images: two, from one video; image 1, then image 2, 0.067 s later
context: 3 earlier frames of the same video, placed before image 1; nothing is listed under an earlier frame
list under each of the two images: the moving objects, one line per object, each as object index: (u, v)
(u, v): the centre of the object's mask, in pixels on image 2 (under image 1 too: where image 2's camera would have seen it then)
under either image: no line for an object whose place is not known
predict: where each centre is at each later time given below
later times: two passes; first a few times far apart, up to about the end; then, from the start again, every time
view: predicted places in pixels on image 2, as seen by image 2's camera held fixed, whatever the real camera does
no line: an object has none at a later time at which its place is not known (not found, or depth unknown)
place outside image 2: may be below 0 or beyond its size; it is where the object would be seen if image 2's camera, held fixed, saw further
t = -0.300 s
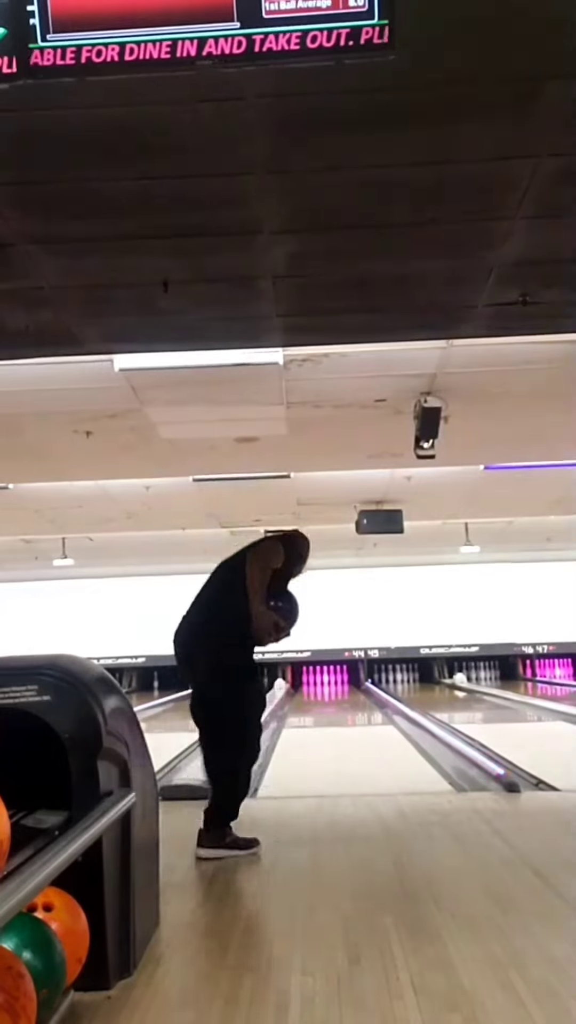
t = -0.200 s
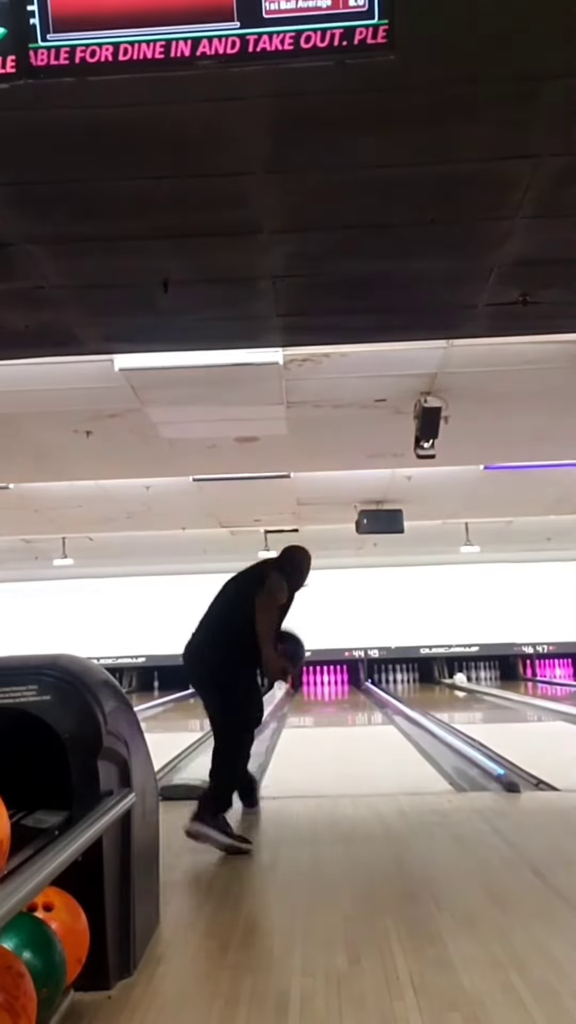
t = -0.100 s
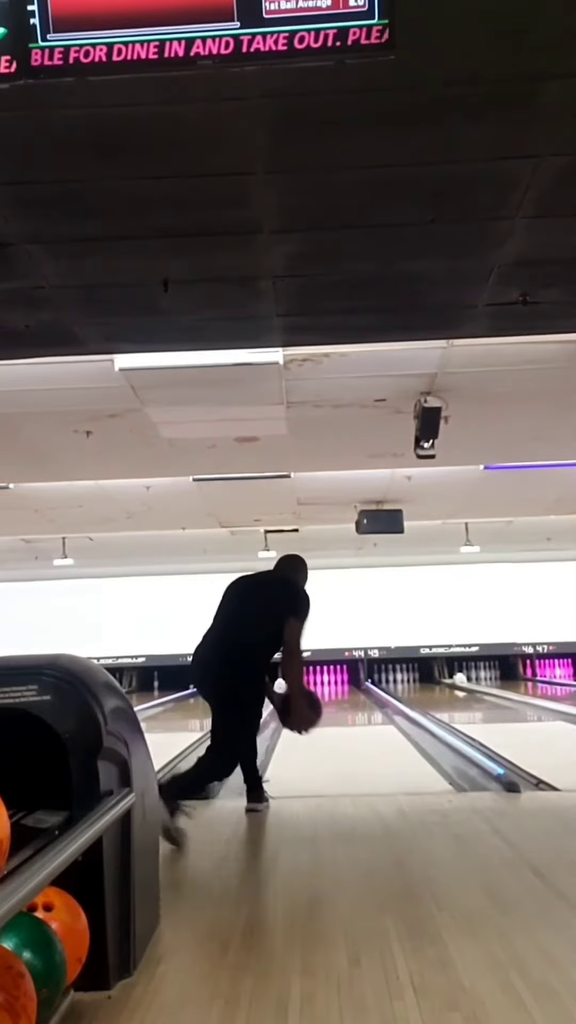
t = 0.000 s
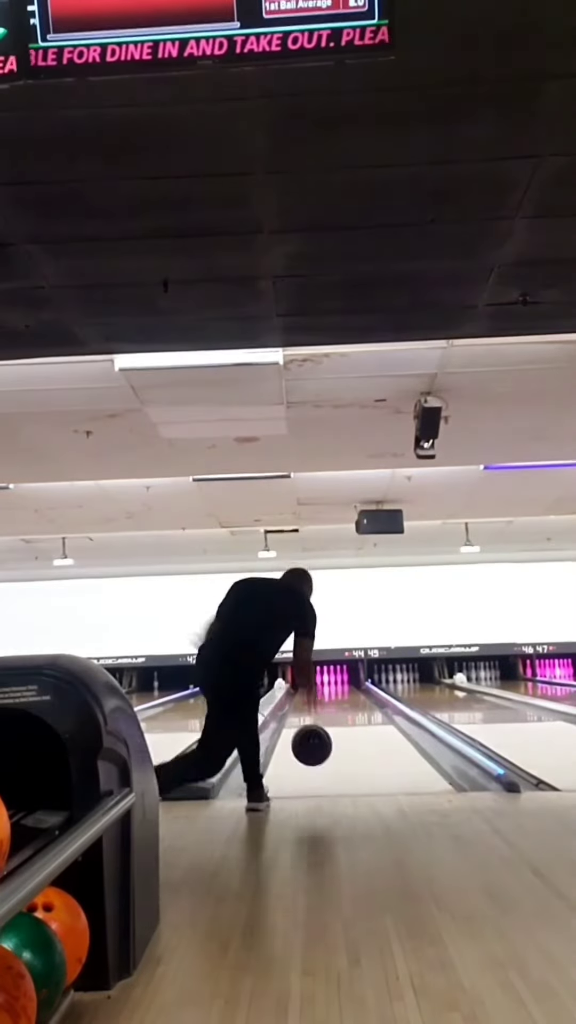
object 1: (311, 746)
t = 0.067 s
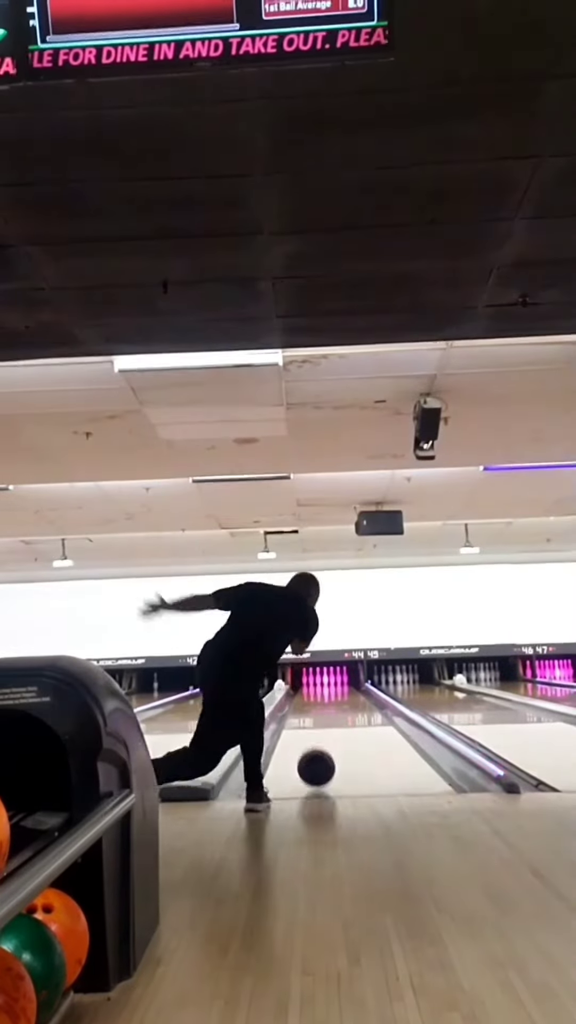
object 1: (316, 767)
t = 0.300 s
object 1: (326, 744)
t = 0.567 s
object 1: (332, 726)
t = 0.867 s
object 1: (336, 713)
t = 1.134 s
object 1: (338, 705)
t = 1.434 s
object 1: (339, 699)
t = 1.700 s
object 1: (338, 693)
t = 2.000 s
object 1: (338, 689)
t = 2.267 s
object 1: (335, 686)
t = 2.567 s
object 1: (330, 683)
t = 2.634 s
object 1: (329, 683)
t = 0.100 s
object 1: (318, 762)
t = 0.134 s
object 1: (320, 758)
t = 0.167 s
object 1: (321, 755)
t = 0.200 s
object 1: (322, 754)
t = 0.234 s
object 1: (324, 751)
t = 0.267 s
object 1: (325, 748)
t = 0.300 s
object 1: (326, 744)
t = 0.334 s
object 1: (327, 742)
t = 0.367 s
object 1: (328, 739)
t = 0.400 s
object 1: (329, 736)
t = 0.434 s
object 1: (329, 734)
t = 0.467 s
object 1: (330, 732)
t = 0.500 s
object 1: (331, 730)
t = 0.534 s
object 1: (332, 727)
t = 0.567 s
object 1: (332, 726)
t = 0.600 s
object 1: (333, 724)
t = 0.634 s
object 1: (333, 722)
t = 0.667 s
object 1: (334, 721)
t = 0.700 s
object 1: (334, 719)
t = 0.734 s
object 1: (334, 718)
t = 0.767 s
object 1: (335, 717)
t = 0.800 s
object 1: (335, 715)
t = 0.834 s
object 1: (336, 715)
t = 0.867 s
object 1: (336, 713)
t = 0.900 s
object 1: (336, 712)
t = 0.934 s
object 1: (337, 711)
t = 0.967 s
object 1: (337, 709)
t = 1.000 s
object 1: (337, 709)
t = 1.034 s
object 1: (337, 708)
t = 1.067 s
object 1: (337, 707)
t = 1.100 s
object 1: (338, 705)
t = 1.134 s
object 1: (338, 705)
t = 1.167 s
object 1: (338, 704)
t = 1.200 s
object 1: (338, 703)
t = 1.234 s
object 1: (338, 702)
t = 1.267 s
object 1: (338, 702)
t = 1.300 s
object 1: (338, 701)
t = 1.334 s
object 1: (338, 700)
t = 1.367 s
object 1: (338, 700)
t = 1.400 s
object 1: (338, 699)
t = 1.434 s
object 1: (339, 699)
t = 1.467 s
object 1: (338, 698)
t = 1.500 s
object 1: (339, 697)
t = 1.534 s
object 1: (339, 696)
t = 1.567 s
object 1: (339, 696)
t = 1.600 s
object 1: (339, 695)
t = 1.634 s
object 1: (338, 695)
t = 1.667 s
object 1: (338, 694)
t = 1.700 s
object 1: (338, 693)
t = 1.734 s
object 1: (338, 693)
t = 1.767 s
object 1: (338, 692)
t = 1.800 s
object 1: (338, 692)
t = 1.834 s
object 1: (338, 691)
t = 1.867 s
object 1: (338, 691)
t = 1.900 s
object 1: (337, 691)
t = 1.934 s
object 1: (337, 690)
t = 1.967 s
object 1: (337, 690)
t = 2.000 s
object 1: (338, 689)
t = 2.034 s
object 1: (337, 688)
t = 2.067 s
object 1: (337, 688)
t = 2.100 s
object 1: (337, 688)
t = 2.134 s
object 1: (337, 687)
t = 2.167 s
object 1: (336, 687)
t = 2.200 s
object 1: (336, 686)
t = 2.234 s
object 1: (335, 686)
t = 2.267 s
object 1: (335, 686)
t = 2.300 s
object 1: (334, 685)
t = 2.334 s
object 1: (334, 685)
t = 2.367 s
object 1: (333, 685)
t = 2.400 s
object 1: (333, 685)
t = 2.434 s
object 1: (332, 684)
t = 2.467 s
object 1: (332, 684)
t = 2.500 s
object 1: (332, 683)
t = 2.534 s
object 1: (331, 683)
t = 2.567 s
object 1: (330, 683)
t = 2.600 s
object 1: (330, 683)
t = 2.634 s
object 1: (329, 683)
